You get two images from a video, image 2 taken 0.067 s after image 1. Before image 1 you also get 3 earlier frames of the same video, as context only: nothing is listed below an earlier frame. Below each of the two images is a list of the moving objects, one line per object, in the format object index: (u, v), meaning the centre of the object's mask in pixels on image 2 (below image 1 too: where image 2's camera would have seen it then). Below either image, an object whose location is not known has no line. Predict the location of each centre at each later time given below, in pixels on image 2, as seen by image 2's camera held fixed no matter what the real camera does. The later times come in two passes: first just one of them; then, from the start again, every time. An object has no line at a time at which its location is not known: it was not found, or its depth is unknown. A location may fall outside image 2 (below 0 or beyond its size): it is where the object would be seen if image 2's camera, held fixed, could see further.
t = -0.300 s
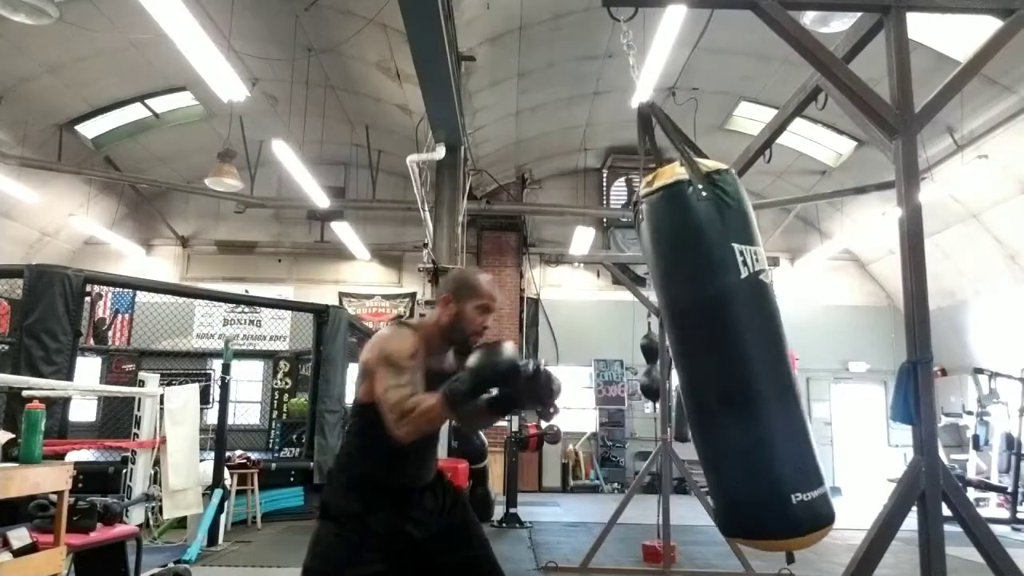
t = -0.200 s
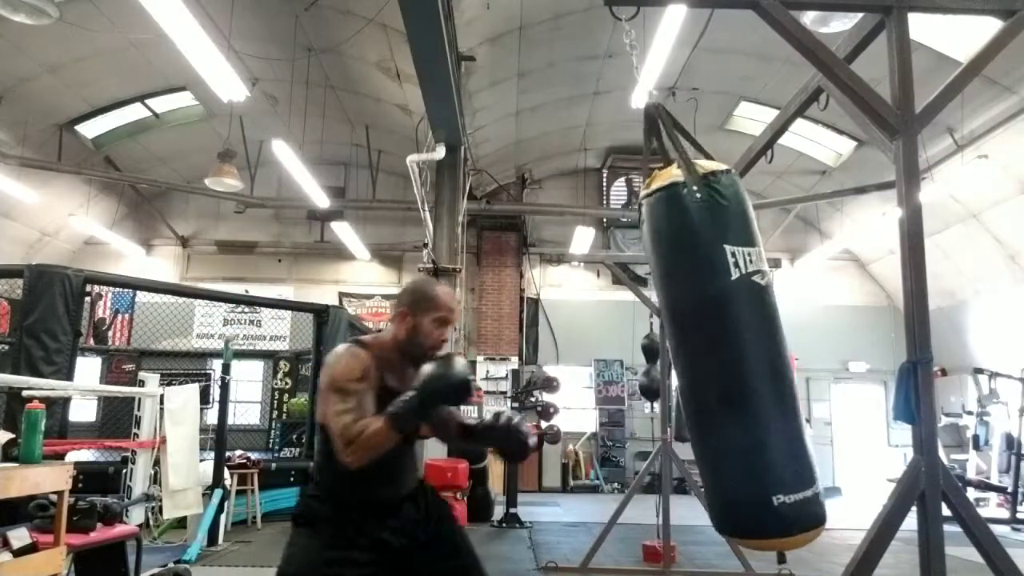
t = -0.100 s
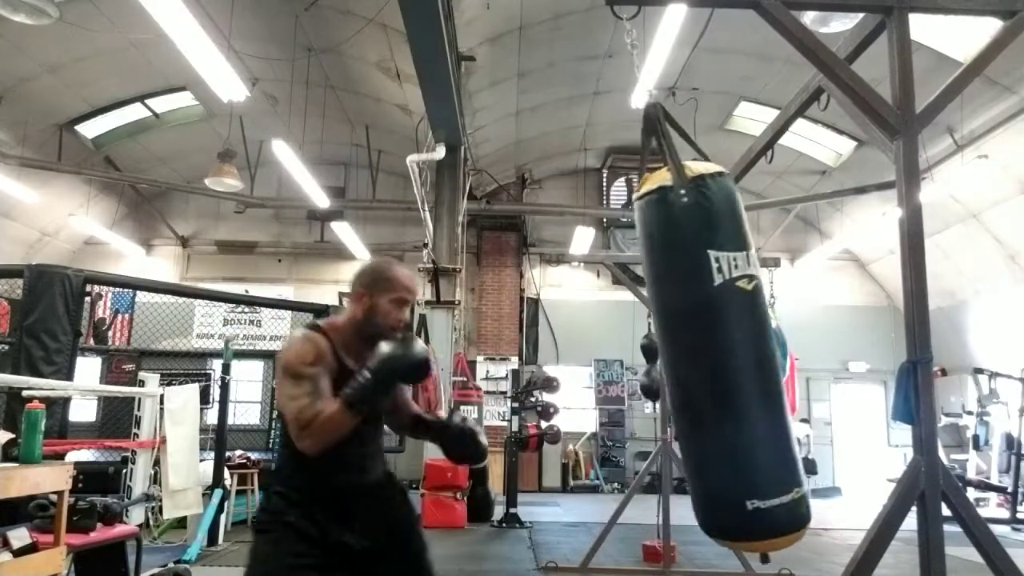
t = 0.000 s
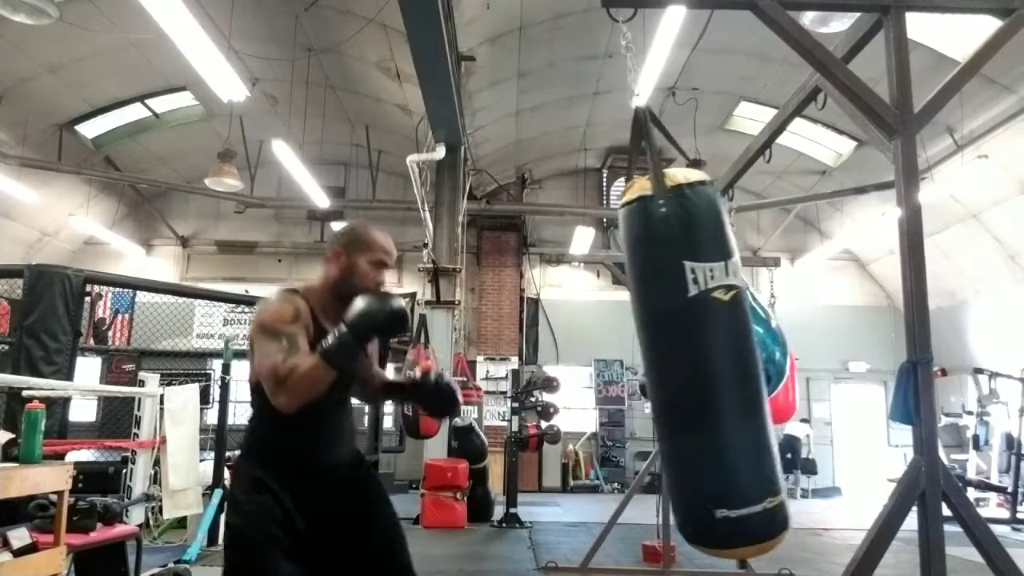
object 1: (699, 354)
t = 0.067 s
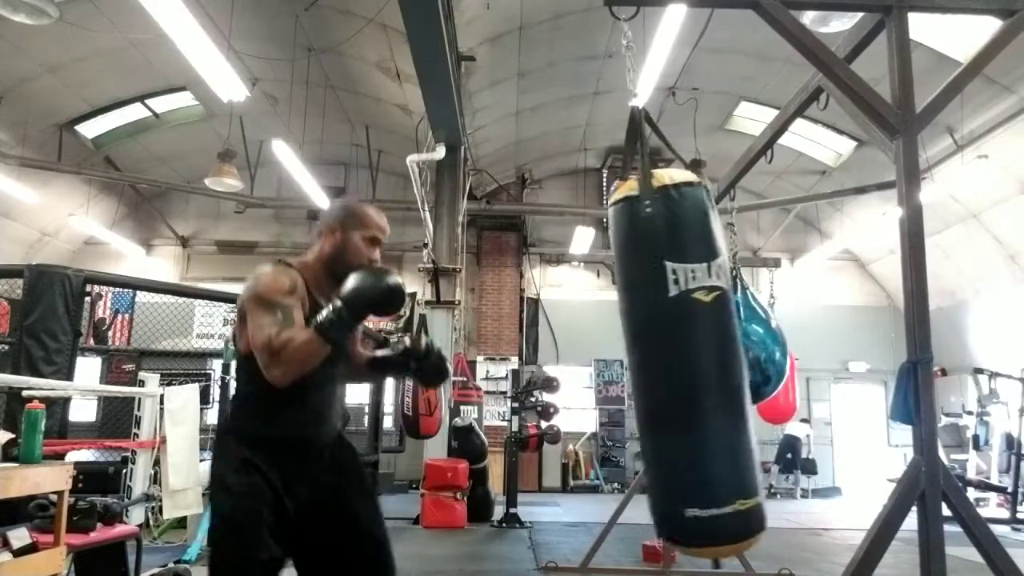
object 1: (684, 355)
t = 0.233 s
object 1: (640, 365)
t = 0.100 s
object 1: (676, 356)
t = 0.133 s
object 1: (668, 357)
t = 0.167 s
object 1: (659, 359)
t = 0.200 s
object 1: (650, 362)
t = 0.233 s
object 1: (640, 365)
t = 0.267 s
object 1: (630, 361)
